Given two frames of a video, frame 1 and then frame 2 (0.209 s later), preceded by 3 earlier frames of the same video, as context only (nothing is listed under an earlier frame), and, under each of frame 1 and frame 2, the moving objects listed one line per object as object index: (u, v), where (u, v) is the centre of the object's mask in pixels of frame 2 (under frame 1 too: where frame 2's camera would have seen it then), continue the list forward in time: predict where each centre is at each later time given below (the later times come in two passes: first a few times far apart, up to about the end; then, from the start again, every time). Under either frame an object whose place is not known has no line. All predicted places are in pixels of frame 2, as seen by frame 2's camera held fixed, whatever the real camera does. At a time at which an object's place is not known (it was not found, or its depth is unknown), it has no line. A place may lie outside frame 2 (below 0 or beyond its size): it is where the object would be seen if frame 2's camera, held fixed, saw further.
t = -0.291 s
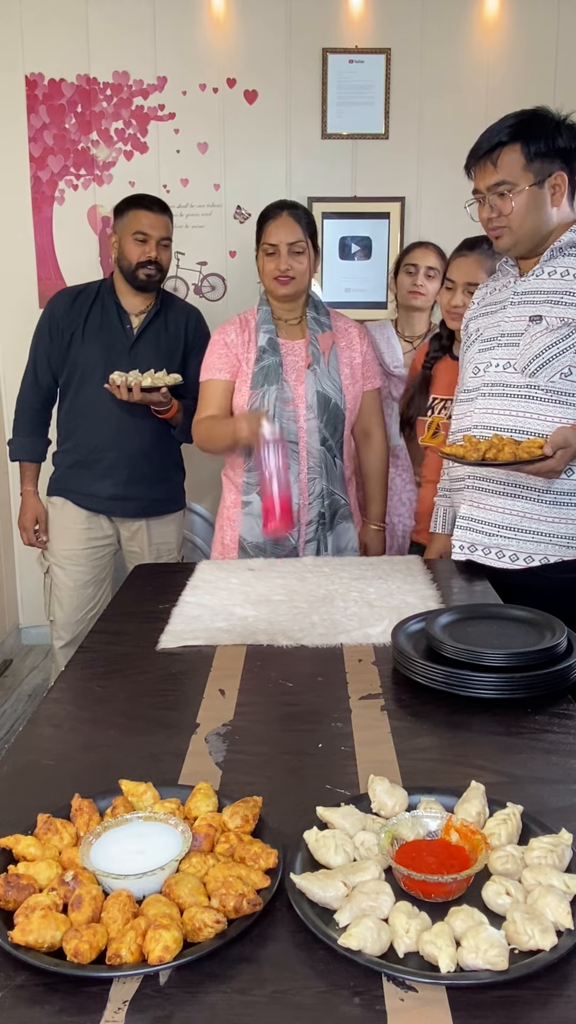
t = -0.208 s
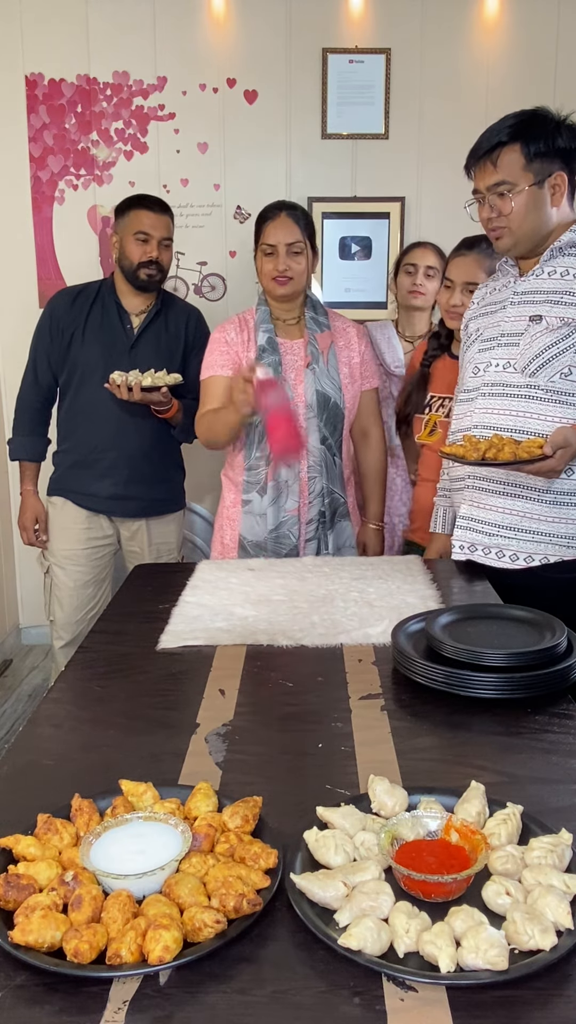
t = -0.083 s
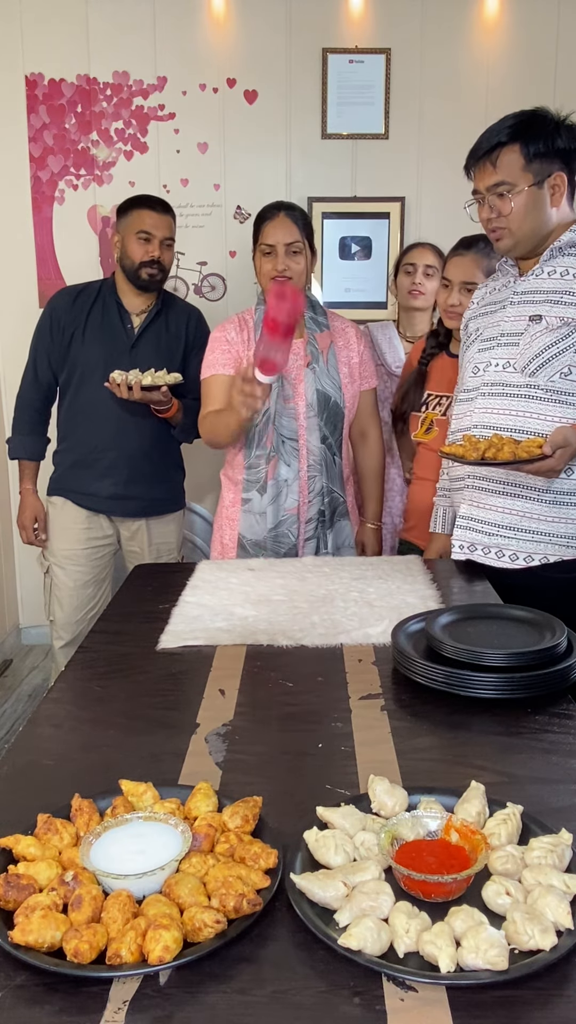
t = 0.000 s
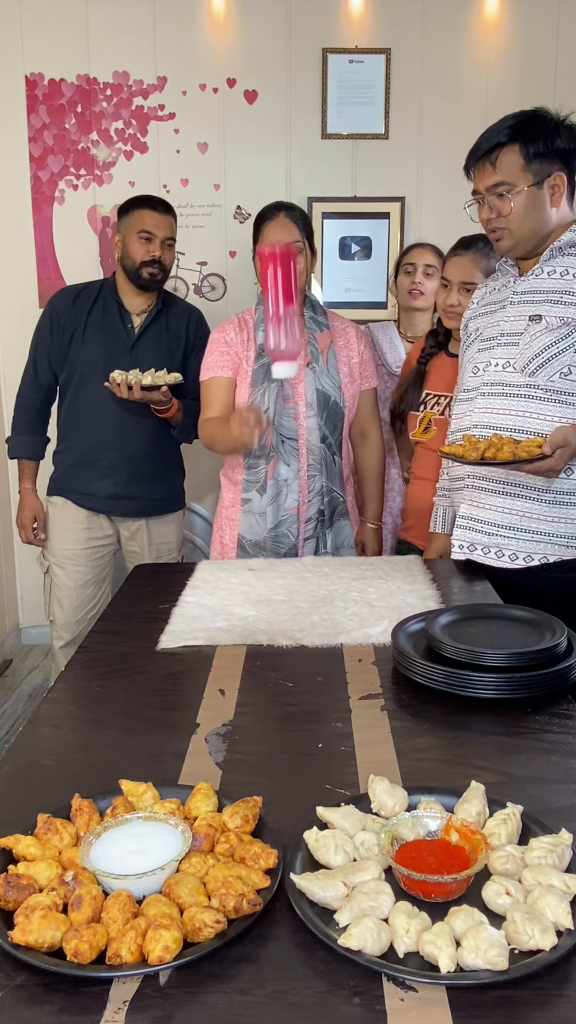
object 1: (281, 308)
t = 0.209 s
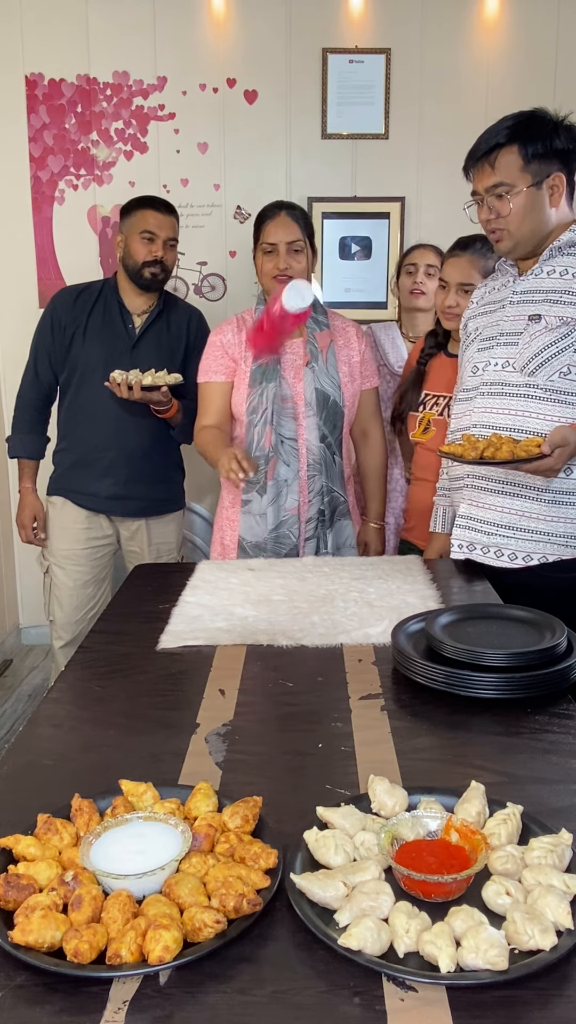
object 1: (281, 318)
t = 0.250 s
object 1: (279, 347)
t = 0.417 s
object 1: (271, 538)
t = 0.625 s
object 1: (268, 543)
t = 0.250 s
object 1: (279, 347)
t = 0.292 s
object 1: (276, 393)
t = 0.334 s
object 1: (274, 447)
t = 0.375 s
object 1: (273, 506)
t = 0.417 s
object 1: (271, 538)
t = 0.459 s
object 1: (270, 542)
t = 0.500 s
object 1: (268, 542)
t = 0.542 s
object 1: (267, 543)
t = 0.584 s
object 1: (267, 543)
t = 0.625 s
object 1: (268, 543)
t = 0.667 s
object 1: (269, 543)
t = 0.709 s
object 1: (269, 542)
